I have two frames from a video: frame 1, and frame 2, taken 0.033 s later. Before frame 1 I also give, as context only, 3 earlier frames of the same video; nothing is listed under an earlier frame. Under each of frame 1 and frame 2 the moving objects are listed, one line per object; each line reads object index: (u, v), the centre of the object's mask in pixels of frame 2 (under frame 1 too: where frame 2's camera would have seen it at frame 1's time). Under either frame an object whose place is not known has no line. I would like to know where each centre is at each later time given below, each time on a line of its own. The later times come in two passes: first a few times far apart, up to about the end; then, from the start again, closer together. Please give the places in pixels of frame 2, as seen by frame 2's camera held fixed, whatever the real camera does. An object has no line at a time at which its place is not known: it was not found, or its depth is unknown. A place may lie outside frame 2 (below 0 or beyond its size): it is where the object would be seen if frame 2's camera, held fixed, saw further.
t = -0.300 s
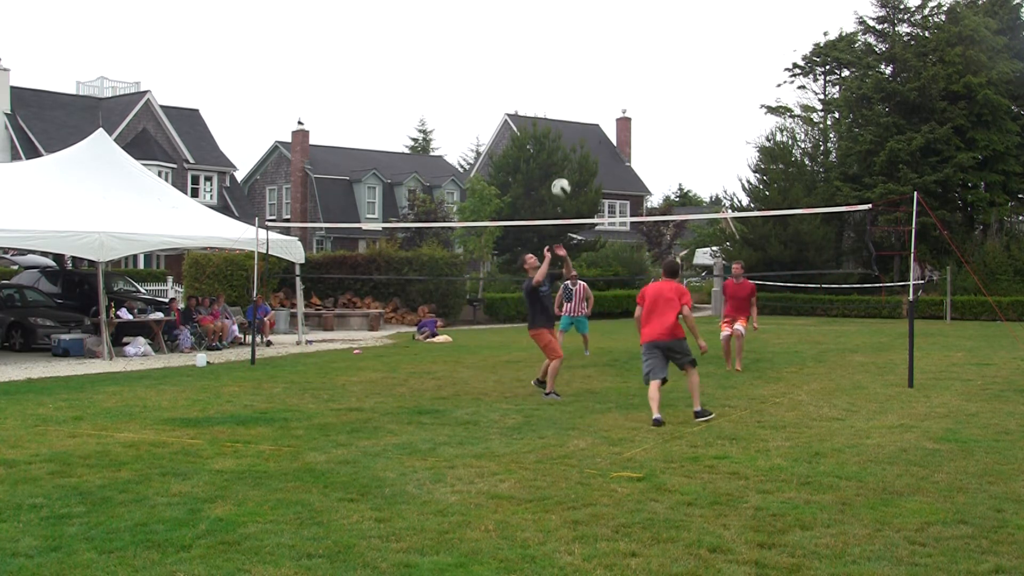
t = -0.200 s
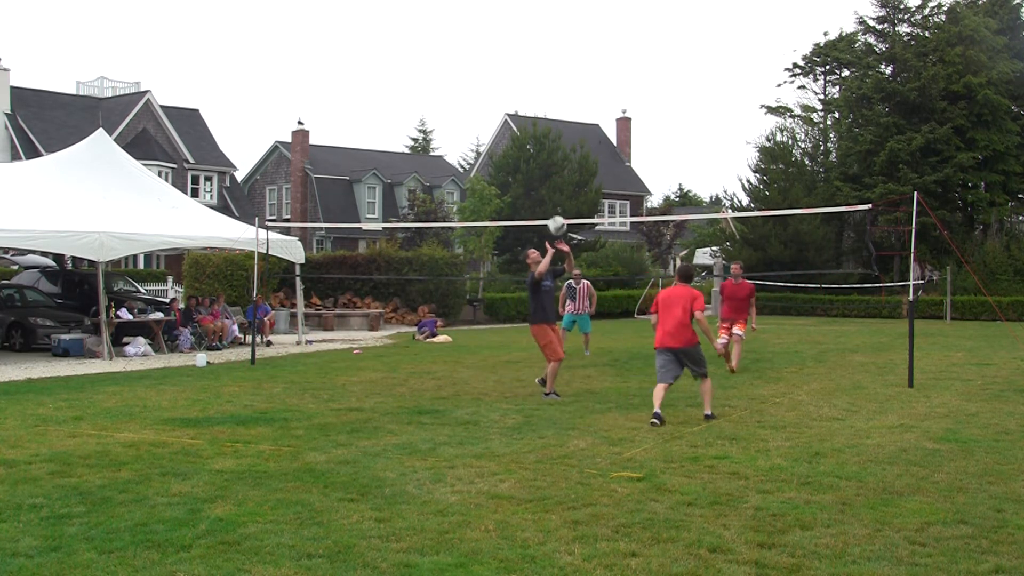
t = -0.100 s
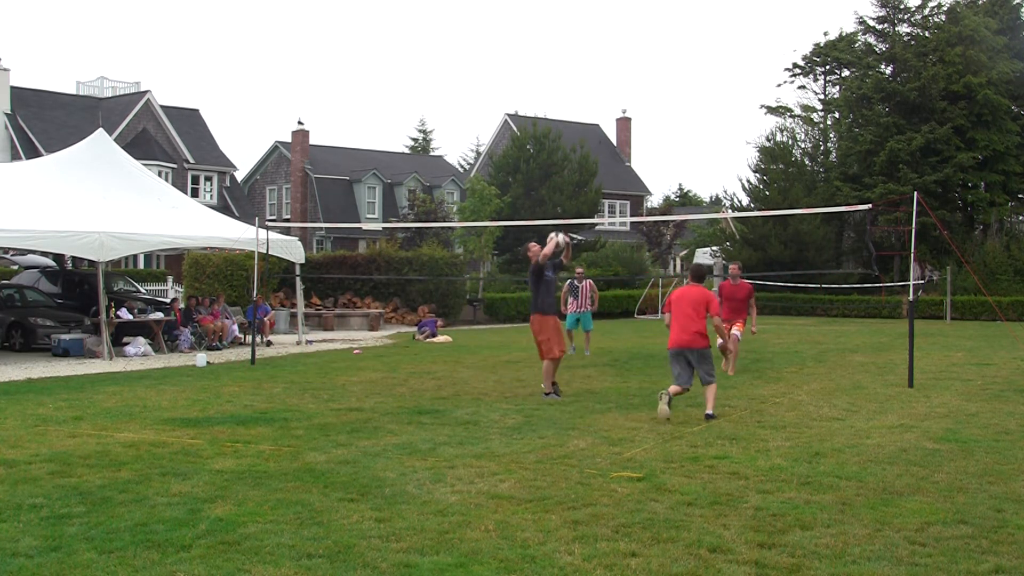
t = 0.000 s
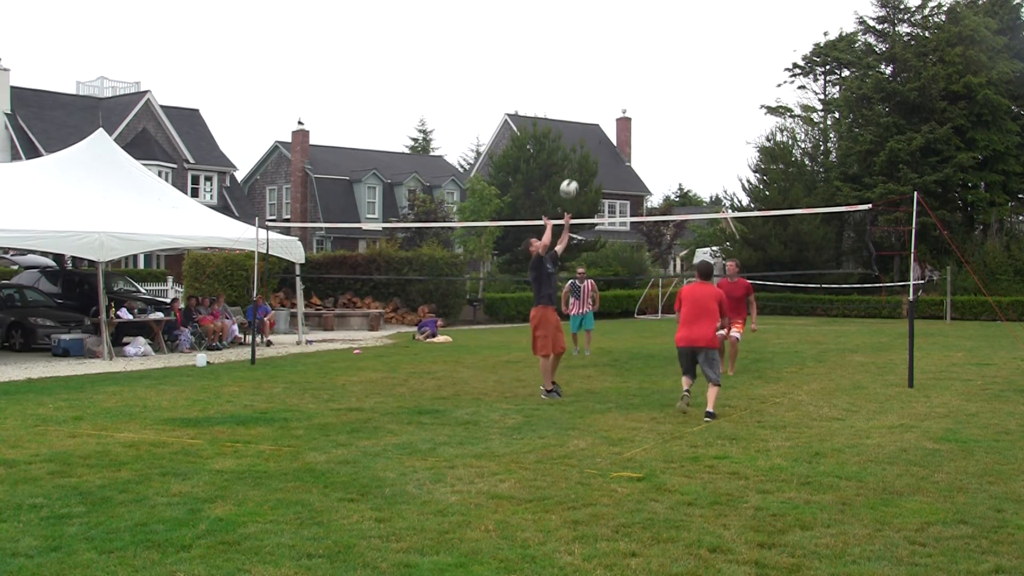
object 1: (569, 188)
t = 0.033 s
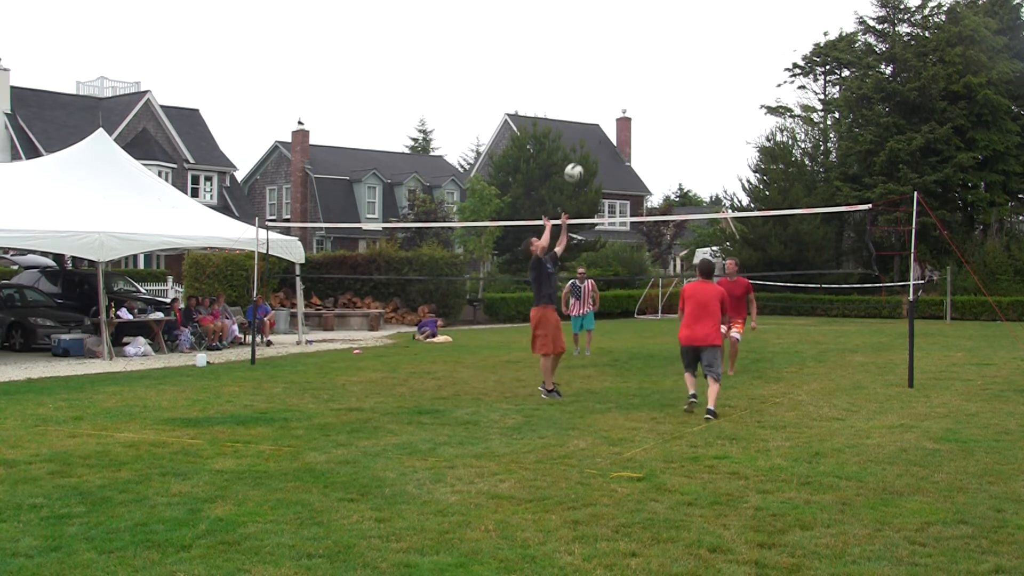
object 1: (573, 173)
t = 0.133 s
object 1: (587, 131)
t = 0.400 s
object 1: (619, 66)
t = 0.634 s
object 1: (644, 58)
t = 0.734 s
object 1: (654, 68)
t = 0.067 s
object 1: (578, 157)
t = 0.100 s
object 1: (582, 144)
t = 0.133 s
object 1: (587, 131)
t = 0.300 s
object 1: (608, 83)
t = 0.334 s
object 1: (611, 77)
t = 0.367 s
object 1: (615, 71)
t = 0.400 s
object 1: (619, 66)
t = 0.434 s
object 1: (622, 63)
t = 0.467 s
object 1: (626, 60)
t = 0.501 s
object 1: (630, 58)
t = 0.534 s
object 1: (633, 57)
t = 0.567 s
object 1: (636, 57)
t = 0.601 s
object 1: (640, 57)
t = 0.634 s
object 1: (644, 58)
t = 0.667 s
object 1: (647, 61)
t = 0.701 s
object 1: (651, 64)
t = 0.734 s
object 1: (654, 68)
